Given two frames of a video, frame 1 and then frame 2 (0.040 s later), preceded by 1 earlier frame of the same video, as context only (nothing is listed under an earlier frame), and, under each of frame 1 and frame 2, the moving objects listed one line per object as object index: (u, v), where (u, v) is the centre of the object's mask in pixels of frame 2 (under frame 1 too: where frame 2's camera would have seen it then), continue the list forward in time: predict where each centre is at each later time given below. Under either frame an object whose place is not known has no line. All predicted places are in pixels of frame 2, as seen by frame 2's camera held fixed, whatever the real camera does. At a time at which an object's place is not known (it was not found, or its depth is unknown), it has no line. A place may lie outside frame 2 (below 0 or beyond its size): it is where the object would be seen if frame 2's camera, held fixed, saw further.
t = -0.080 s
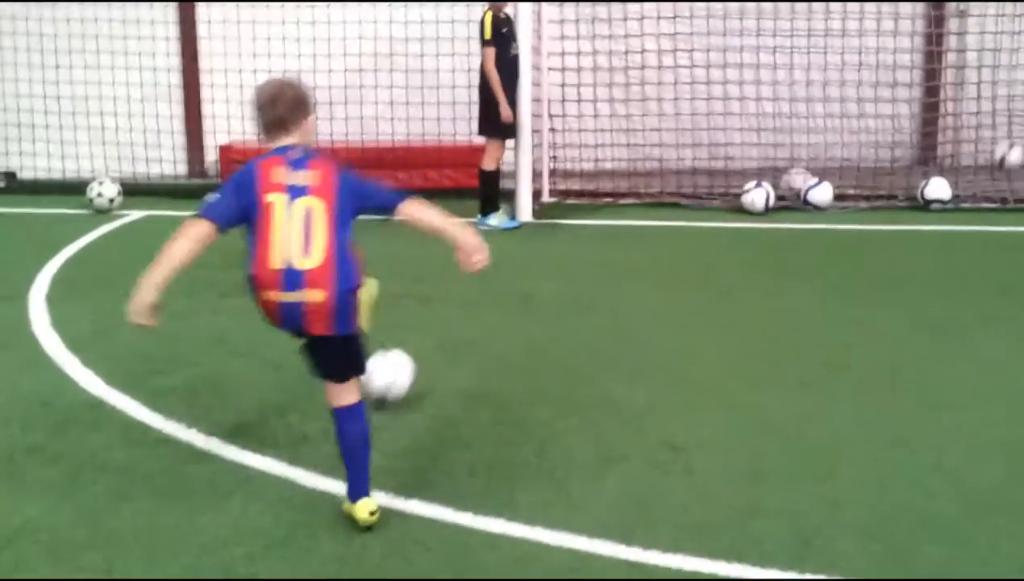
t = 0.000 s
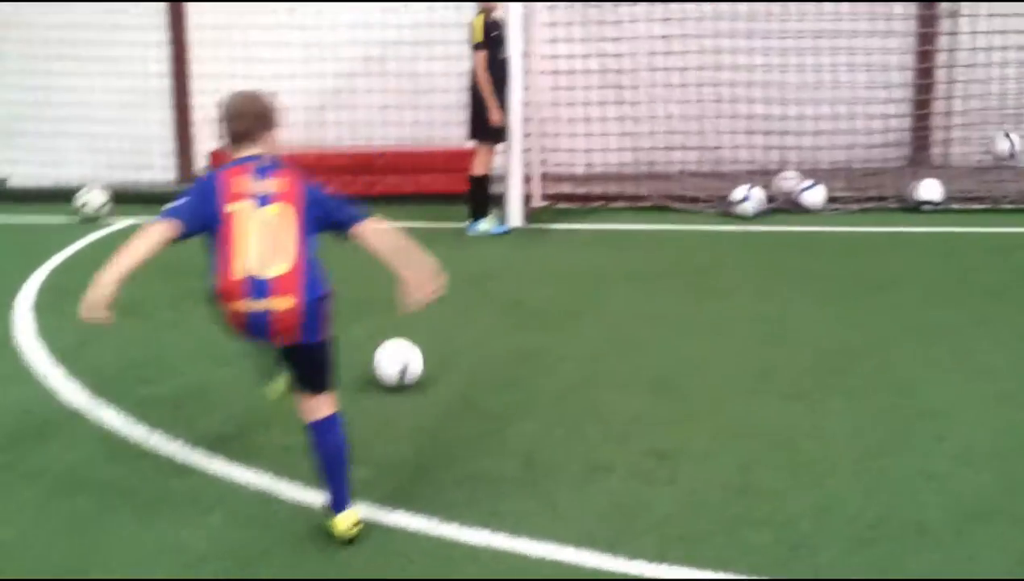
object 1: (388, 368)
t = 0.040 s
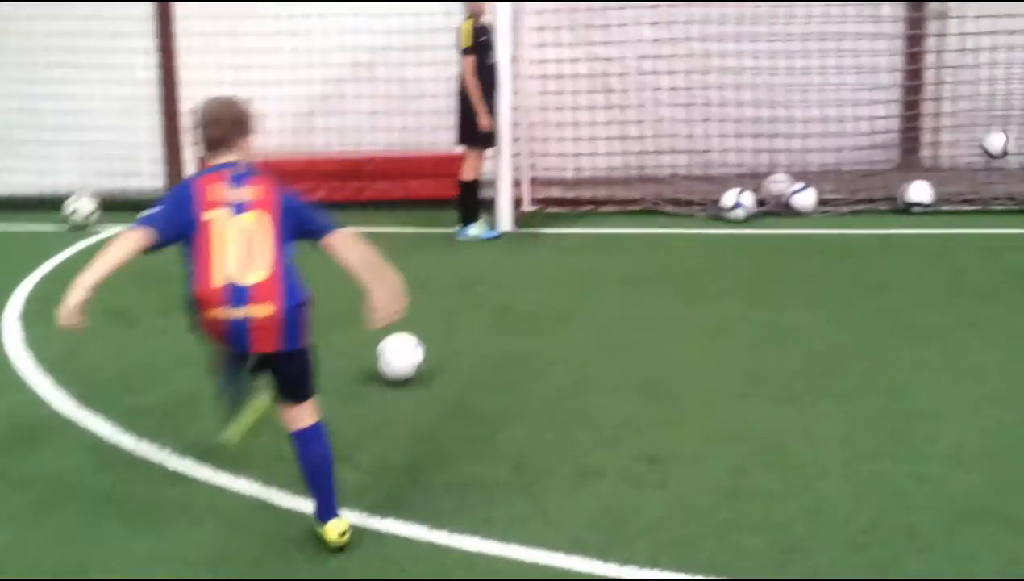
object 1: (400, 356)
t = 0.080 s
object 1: (412, 348)
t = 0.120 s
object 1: (422, 339)
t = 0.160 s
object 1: (430, 328)
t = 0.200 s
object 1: (440, 321)
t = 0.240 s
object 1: (448, 315)
